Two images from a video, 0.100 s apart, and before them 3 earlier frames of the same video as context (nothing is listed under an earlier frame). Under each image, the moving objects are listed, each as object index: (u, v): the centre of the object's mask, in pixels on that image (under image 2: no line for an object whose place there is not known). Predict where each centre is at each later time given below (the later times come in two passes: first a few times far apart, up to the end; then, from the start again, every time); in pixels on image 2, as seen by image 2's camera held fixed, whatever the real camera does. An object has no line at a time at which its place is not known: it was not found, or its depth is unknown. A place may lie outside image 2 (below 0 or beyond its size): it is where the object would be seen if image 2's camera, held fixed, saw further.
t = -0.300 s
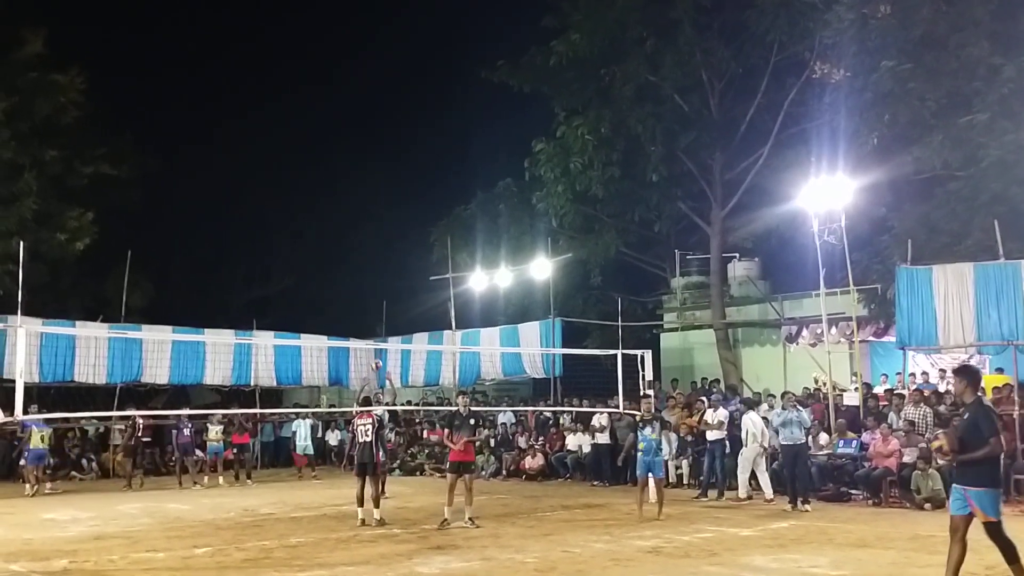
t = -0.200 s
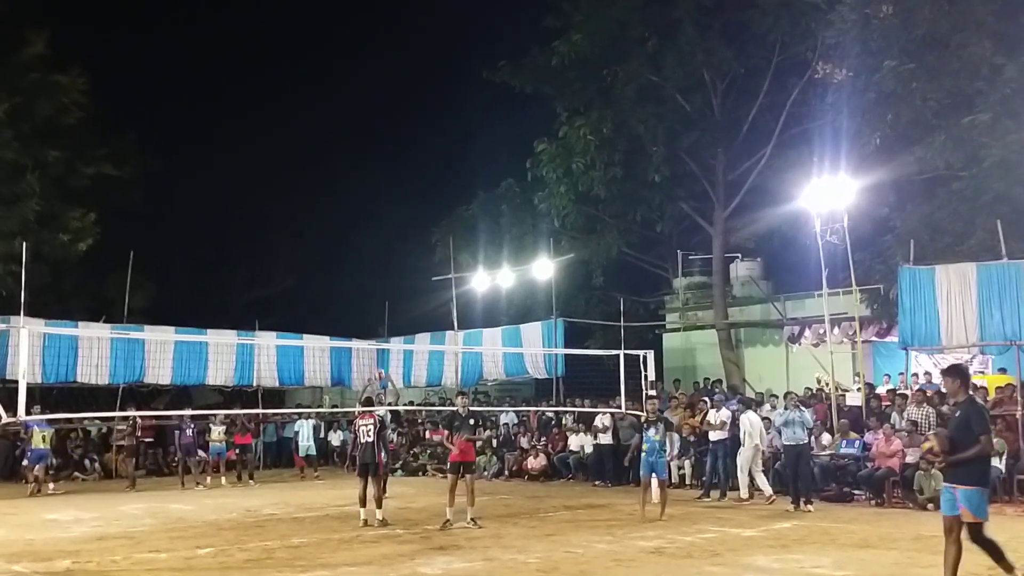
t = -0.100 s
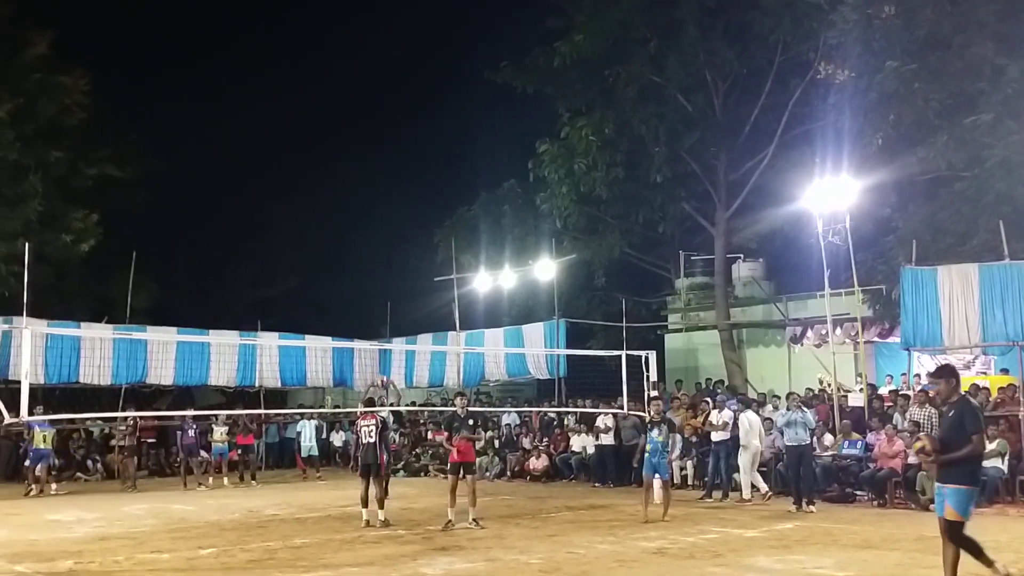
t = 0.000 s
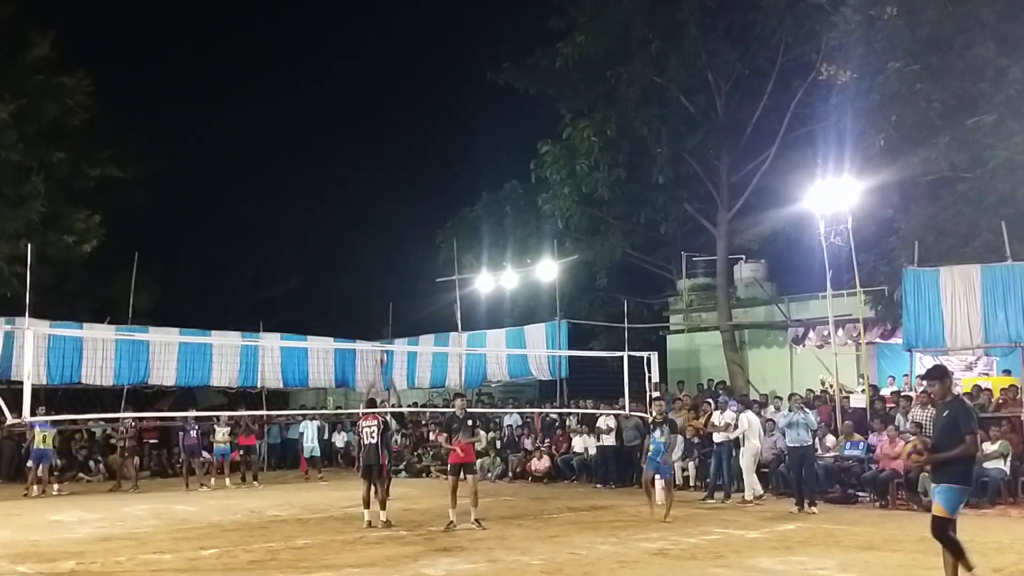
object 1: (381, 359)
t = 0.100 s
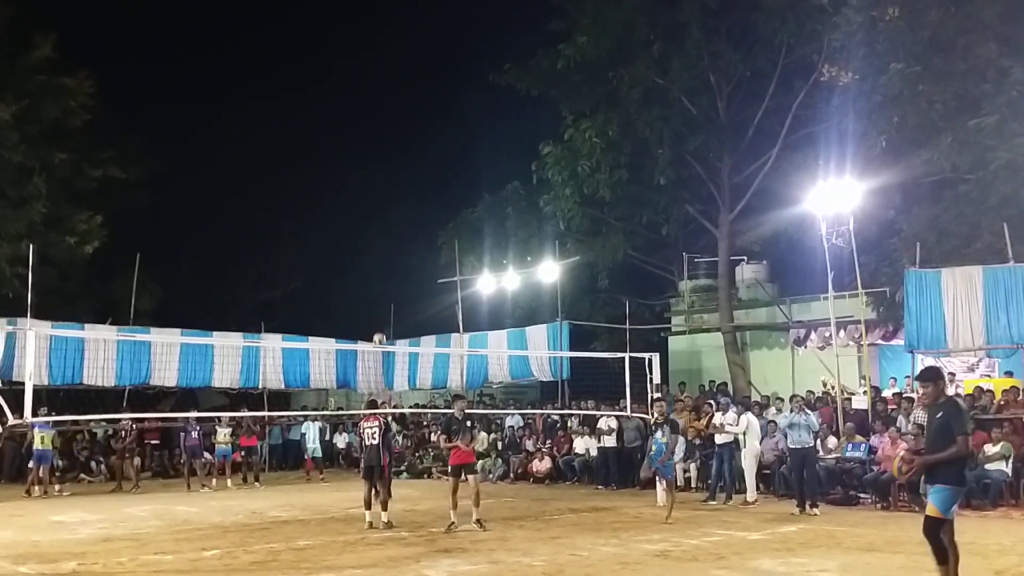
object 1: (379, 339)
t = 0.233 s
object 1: (376, 321)
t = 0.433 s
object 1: (370, 311)
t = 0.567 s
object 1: (367, 319)
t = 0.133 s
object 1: (378, 334)
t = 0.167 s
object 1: (377, 329)
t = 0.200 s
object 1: (376, 325)
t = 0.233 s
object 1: (376, 321)
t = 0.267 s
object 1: (375, 318)
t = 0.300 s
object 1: (374, 315)
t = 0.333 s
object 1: (373, 313)
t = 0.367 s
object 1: (372, 312)
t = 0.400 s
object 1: (371, 311)
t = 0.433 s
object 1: (370, 311)
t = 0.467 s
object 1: (369, 312)
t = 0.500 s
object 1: (369, 313)
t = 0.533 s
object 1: (367, 316)
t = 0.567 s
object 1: (367, 319)
